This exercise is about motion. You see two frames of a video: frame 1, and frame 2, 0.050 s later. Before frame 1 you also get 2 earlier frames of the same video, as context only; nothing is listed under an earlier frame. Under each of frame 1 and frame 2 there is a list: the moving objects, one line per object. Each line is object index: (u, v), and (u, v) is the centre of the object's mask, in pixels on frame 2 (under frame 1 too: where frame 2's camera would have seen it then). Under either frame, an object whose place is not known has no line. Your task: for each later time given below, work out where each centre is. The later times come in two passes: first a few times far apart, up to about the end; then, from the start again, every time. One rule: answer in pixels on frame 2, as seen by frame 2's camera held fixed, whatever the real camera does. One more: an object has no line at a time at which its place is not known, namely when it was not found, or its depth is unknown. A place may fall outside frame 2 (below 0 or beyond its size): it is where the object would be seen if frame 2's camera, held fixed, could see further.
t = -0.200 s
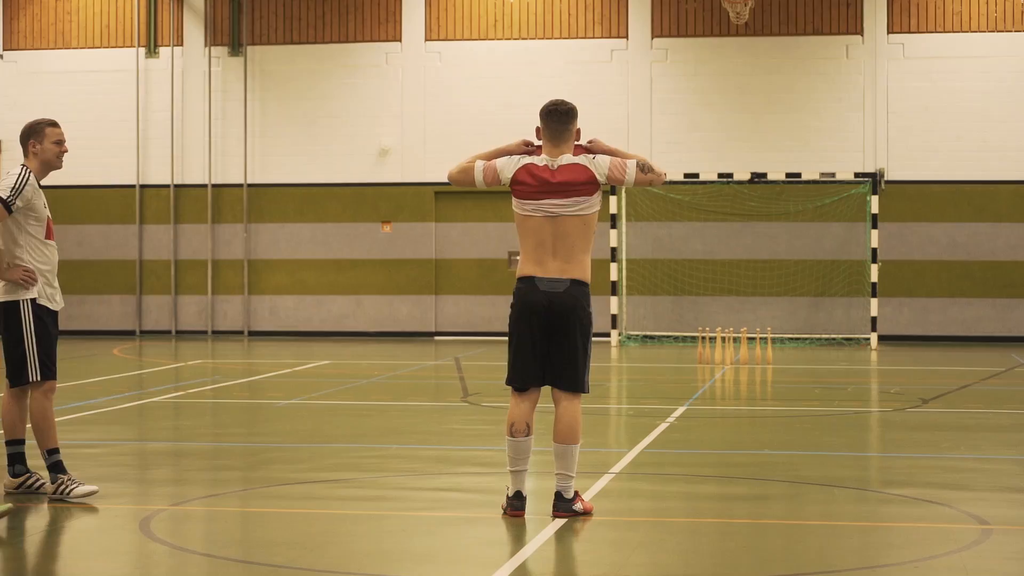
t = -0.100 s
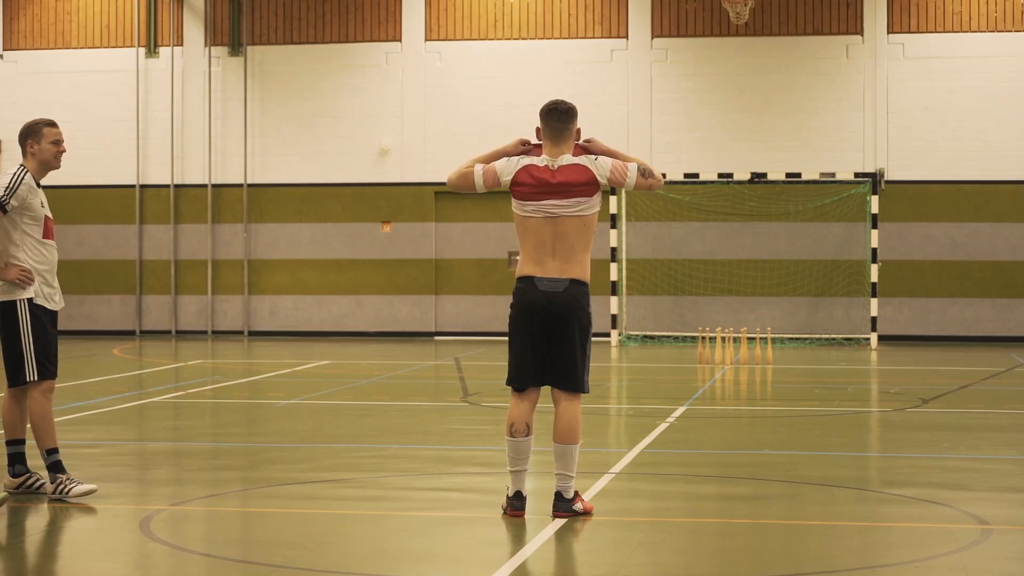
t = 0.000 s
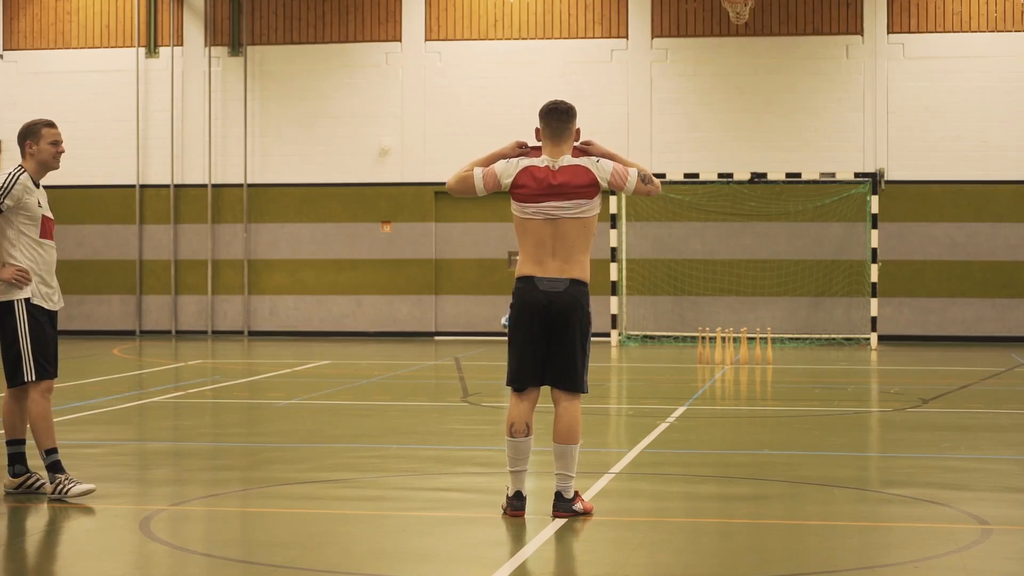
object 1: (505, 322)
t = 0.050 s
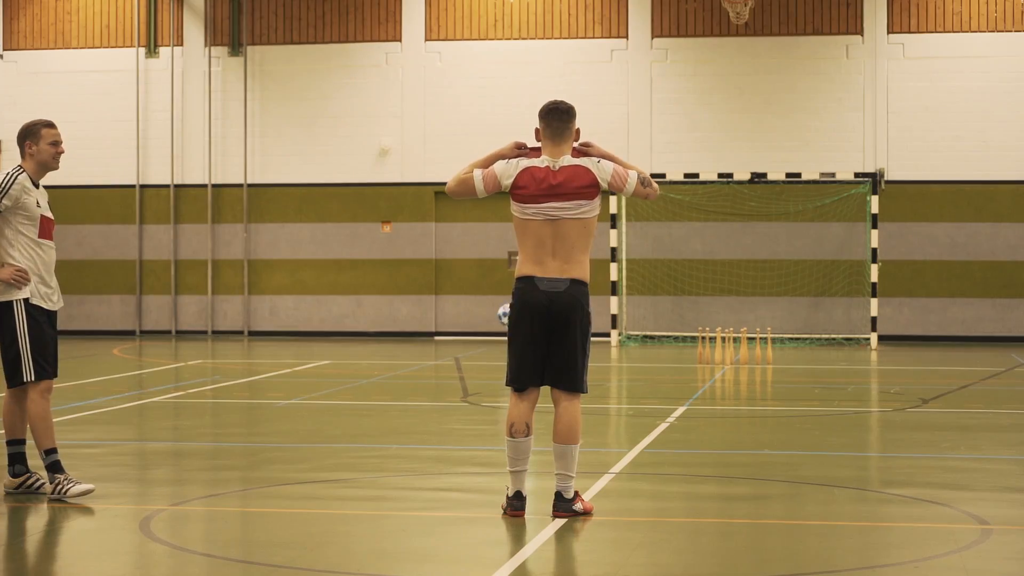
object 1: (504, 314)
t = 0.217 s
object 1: (495, 305)
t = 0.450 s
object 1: (475, 337)
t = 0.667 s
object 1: (456, 332)
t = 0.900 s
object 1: (435, 334)
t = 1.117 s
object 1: (415, 353)
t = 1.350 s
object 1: (392, 346)
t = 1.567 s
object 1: (368, 361)
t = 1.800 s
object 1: (342, 363)
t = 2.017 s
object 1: (316, 366)
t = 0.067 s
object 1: (503, 313)
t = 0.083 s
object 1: (502, 310)
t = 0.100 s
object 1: (502, 309)
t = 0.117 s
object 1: (501, 307)
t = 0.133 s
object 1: (500, 306)
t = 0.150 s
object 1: (499, 306)
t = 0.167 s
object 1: (498, 305)
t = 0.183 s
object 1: (498, 305)
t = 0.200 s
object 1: (496, 305)
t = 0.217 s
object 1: (495, 305)
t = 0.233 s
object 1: (493, 305)
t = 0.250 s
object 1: (492, 306)
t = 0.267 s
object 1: (491, 307)
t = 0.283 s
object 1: (489, 308)
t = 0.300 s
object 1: (487, 310)
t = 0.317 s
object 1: (486, 312)
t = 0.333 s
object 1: (485, 314)
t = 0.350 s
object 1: (483, 316)
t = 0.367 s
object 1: (482, 320)
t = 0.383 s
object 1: (481, 323)
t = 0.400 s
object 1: (479, 325)
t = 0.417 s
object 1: (478, 329)
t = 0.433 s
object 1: (476, 333)
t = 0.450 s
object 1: (475, 337)
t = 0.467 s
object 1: (473, 342)
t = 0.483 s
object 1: (472, 346)
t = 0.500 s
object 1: (471, 351)
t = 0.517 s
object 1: (469, 357)
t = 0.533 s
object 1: (468, 356)
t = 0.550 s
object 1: (466, 352)
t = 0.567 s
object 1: (465, 348)
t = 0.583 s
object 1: (464, 345)
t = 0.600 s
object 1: (463, 342)
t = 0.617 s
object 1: (461, 339)
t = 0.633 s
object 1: (459, 336)
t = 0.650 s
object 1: (458, 334)
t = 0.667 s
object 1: (456, 332)
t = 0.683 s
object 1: (455, 330)
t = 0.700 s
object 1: (453, 329)
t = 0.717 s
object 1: (452, 328)
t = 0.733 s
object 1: (451, 327)
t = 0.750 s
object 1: (449, 326)
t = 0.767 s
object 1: (447, 326)
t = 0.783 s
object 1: (446, 326)
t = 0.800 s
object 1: (444, 326)
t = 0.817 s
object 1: (443, 327)
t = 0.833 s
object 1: (441, 328)
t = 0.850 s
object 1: (440, 329)
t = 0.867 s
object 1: (438, 330)
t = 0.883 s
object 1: (437, 332)
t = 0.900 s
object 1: (435, 334)
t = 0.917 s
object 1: (434, 336)
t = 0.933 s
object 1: (432, 339)
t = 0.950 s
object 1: (431, 342)
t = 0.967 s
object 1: (429, 345)
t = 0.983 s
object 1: (427, 349)
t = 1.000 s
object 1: (426, 352)
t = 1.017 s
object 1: (424, 357)
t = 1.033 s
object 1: (423, 362)
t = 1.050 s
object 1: (421, 366)
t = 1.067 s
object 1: (420, 363)
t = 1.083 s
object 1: (418, 359)
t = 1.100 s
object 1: (416, 356)
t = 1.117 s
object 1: (415, 353)
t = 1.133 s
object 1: (413, 351)
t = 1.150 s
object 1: (411, 349)
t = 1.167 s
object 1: (410, 347)
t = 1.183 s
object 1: (408, 345)
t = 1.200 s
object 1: (407, 344)
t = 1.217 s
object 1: (405, 343)
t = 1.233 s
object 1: (403, 343)
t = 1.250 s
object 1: (401, 342)
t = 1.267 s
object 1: (400, 342)
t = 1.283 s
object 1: (398, 342)
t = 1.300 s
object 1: (397, 343)
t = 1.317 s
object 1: (395, 344)
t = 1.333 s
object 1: (393, 345)
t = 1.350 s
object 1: (392, 346)
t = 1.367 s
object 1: (389, 348)
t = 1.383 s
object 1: (388, 350)
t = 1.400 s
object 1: (387, 353)
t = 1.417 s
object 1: (385, 356)
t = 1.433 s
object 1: (383, 359)
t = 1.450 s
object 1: (381, 362)
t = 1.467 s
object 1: (379, 366)
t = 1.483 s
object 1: (378, 370)
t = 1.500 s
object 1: (376, 373)
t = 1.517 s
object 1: (374, 369)
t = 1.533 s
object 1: (372, 366)
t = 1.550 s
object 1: (371, 364)
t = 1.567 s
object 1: (368, 361)
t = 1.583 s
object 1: (367, 359)
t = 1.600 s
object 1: (365, 358)
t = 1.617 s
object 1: (363, 356)
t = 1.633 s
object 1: (361, 355)
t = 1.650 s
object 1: (359, 355)
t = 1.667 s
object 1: (358, 354)
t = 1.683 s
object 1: (356, 354)
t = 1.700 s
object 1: (354, 354)
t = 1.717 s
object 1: (352, 355)
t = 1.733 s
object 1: (350, 356)
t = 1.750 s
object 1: (348, 357)
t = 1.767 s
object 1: (346, 358)
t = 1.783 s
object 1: (344, 360)
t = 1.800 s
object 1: (342, 363)
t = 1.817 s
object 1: (340, 365)
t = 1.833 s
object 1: (338, 368)
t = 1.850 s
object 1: (336, 371)
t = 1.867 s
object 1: (334, 375)
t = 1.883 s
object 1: (332, 379)
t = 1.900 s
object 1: (330, 379)
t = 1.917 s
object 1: (328, 376)
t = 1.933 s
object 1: (326, 373)
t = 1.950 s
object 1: (324, 371)
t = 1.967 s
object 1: (323, 369)
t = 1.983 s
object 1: (320, 368)
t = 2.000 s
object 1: (318, 367)
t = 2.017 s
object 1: (316, 366)
